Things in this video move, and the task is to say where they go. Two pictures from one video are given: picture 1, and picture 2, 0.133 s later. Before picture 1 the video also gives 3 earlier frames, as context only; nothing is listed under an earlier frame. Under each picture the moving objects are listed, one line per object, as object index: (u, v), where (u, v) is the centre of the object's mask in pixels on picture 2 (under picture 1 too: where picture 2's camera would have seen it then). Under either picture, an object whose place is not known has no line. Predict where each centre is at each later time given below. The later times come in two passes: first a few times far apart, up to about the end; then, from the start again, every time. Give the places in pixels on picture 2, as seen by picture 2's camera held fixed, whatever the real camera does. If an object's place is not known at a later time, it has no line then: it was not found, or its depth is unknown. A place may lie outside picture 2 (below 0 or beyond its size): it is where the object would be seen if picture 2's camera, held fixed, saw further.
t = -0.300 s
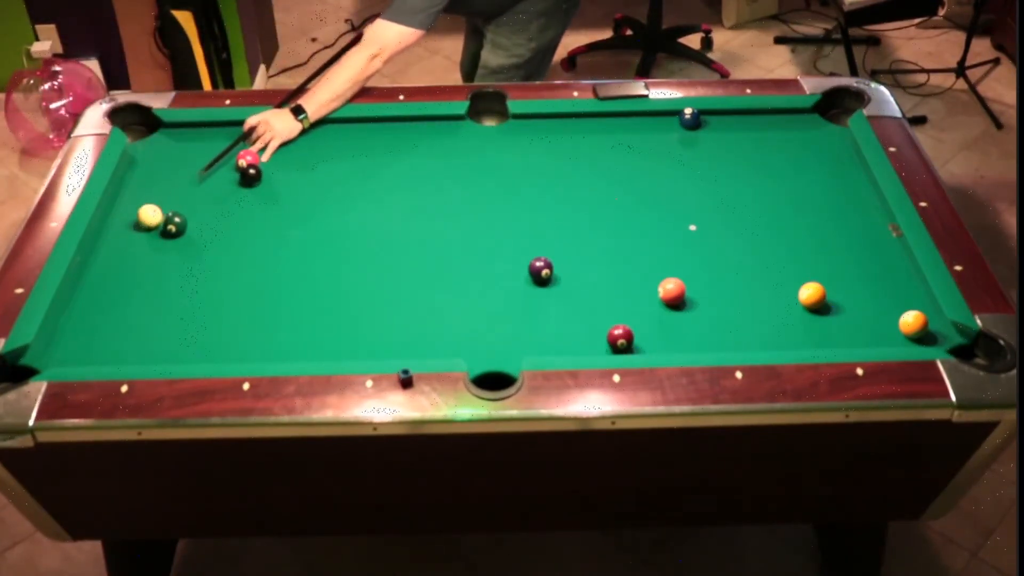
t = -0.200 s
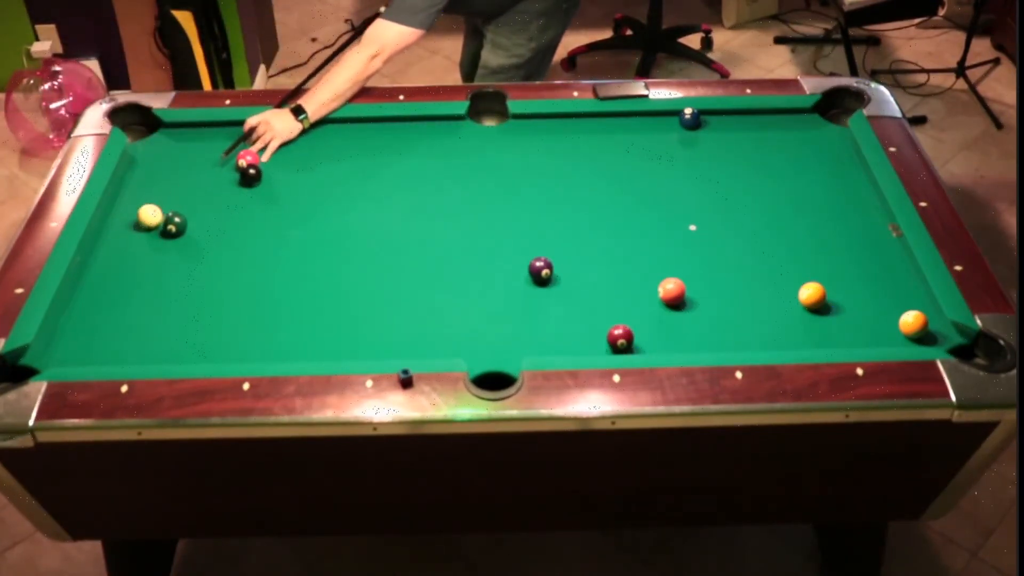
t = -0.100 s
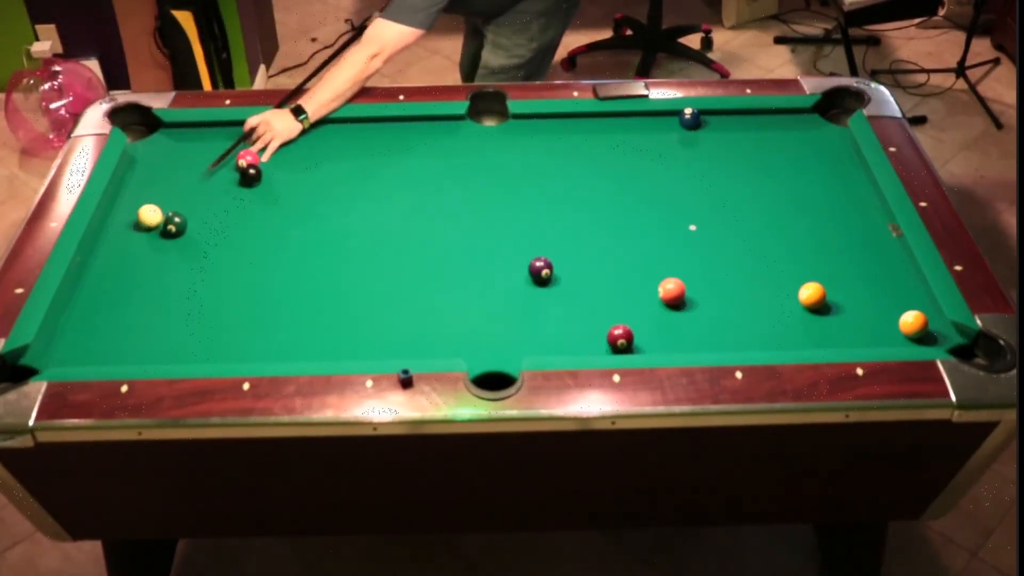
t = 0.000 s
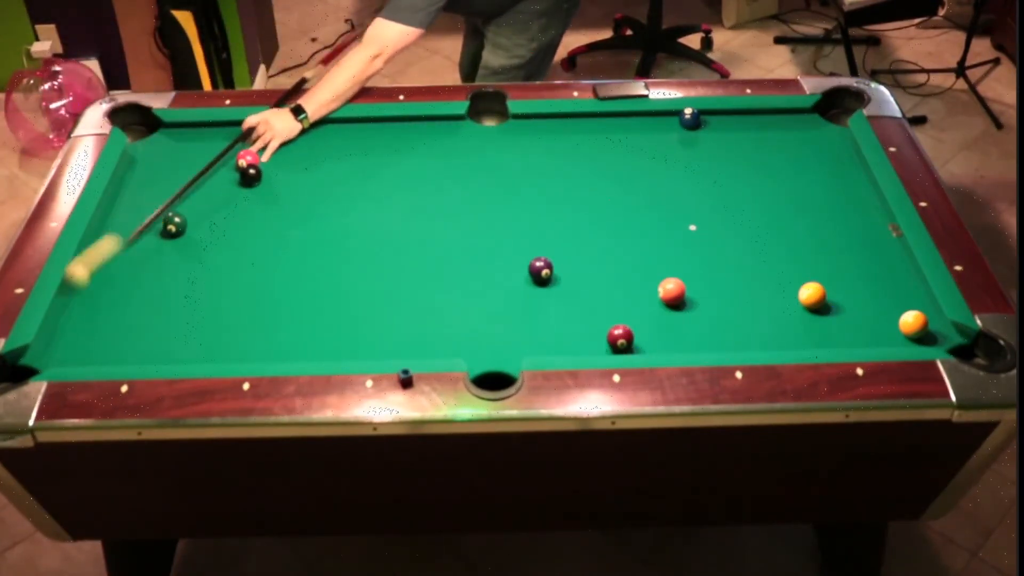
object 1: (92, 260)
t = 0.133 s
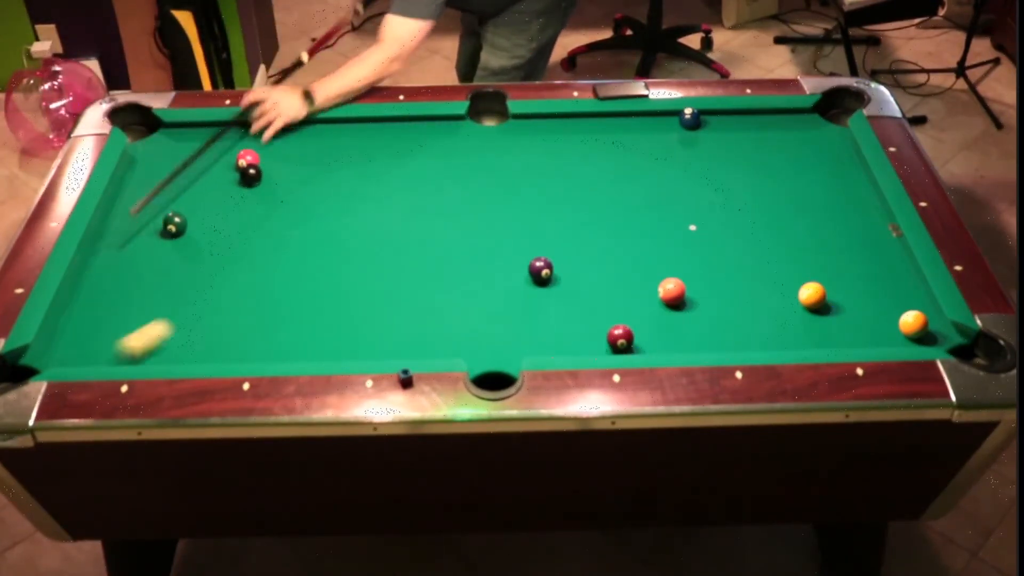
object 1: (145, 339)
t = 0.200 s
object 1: (216, 300)
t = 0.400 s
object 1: (393, 204)
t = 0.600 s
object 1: (537, 128)
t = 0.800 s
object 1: (620, 149)
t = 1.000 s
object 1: (698, 181)
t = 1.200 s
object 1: (783, 215)
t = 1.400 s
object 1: (873, 251)
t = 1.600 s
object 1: (881, 283)
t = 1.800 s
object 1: (842, 312)
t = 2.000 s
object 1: (801, 339)
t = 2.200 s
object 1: (746, 323)
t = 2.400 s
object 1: (695, 306)
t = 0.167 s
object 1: (182, 319)
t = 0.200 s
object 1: (216, 300)
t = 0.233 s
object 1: (248, 282)
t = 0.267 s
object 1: (279, 265)
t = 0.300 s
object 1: (309, 249)
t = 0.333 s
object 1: (338, 234)
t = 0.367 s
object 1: (366, 219)
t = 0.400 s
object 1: (393, 204)
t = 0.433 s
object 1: (419, 191)
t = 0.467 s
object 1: (444, 177)
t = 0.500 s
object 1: (469, 165)
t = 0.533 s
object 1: (492, 152)
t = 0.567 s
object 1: (515, 140)
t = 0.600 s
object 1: (537, 128)
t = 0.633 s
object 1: (556, 119)
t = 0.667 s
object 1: (570, 124)
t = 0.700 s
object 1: (582, 131)
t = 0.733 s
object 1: (594, 138)
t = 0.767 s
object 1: (607, 144)
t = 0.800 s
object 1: (620, 149)
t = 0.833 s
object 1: (632, 154)
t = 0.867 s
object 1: (645, 160)
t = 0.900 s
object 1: (658, 165)
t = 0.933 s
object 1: (672, 170)
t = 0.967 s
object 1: (685, 176)
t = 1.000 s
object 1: (698, 181)
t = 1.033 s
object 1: (712, 186)
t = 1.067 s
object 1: (726, 192)
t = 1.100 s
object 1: (740, 197)
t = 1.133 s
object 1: (754, 203)
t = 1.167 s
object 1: (769, 209)
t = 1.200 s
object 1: (783, 215)
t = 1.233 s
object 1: (798, 221)
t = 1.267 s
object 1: (813, 226)
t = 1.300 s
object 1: (827, 233)
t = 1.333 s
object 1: (842, 239)
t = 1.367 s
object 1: (858, 245)
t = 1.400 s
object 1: (873, 251)
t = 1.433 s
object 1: (889, 257)
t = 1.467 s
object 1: (902, 263)
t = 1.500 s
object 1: (901, 269)
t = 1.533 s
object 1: (894, 273)
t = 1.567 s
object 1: (888, 278)
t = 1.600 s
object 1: (881, 283)
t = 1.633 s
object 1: (875, 288)
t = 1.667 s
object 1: (868, 293)
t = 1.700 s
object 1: (863, 298)
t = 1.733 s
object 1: (855, 302)
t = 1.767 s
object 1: (849, 307)
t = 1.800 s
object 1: (842, 312)
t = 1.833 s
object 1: (835, 317)
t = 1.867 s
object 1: (829, 322)
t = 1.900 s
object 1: (822, 327)
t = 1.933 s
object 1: (815, 332)
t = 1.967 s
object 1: (808, 336)
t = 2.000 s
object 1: (801, 339)
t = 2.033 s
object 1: (791, 338)
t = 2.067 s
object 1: (782, 335)
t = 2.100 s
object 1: (773, 332)
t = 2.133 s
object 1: (764, 330)
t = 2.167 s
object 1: (755, 326)
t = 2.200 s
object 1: (746, 323)
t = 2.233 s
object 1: (738, 321)
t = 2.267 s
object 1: (729, 317)
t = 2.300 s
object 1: (720, 315)
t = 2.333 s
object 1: (712, 312)
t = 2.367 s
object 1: (703, 309)
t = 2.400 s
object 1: (695, 306)
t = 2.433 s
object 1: (690, 305)
